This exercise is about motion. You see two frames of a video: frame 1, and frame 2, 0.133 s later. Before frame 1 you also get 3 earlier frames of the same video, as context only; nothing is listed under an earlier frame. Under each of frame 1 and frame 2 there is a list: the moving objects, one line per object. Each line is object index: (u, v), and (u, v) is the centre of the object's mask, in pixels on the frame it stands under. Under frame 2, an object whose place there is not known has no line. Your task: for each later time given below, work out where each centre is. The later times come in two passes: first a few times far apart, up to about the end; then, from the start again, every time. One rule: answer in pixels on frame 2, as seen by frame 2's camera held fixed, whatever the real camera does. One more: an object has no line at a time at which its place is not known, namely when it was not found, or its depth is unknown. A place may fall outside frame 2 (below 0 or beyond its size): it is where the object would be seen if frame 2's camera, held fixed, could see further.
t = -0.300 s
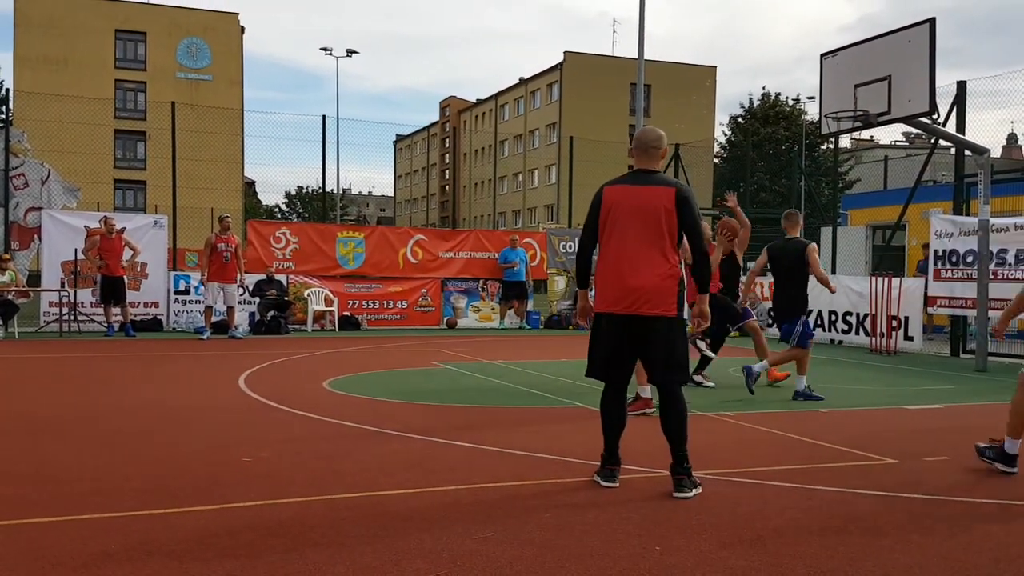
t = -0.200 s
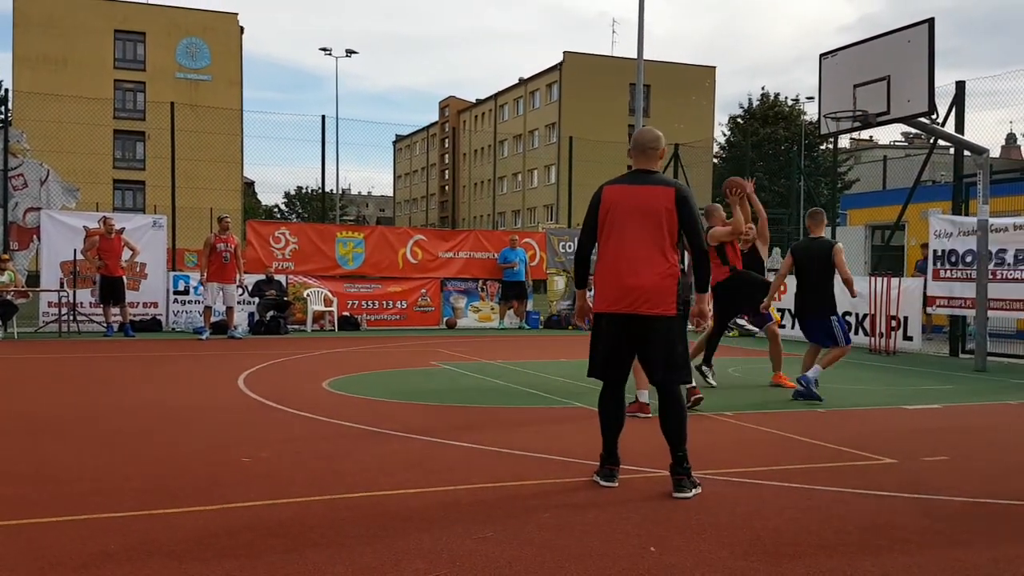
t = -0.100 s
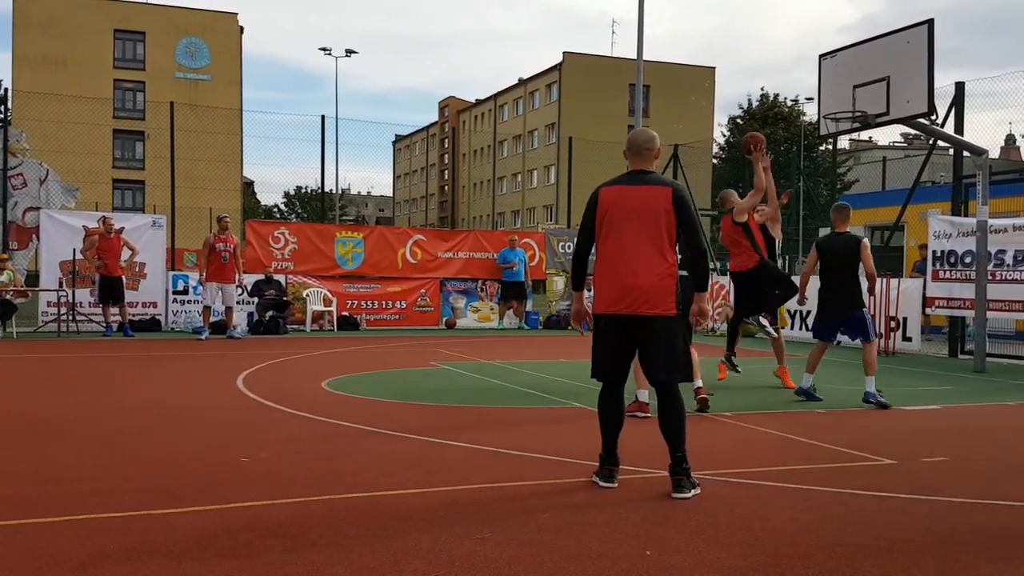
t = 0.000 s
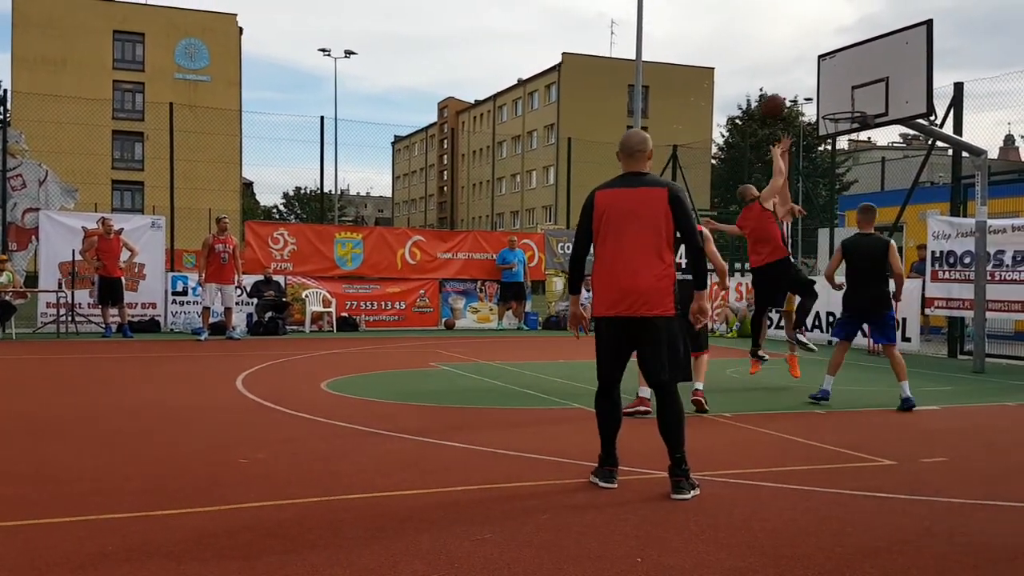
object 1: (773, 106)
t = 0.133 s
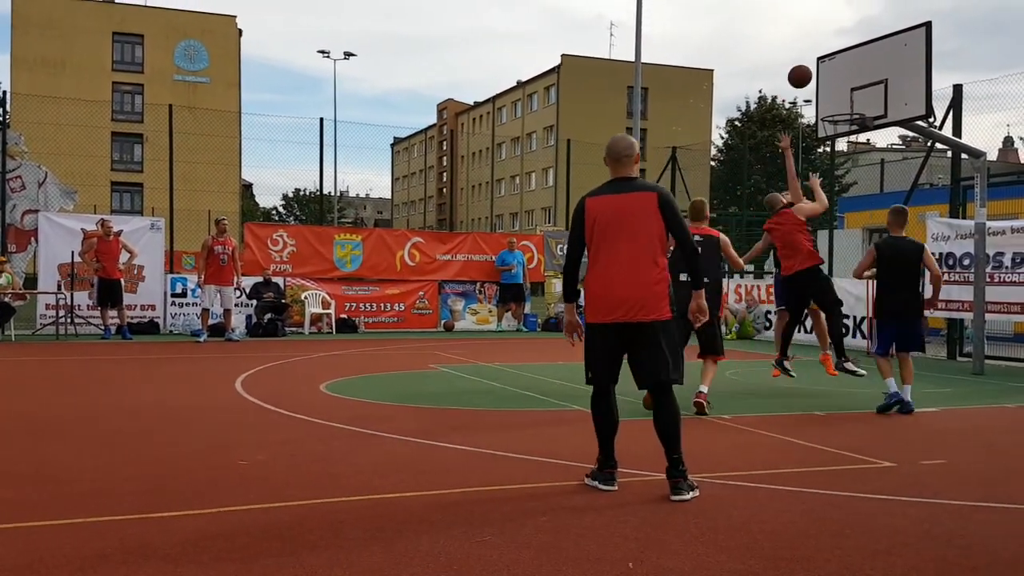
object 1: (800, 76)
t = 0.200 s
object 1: (812, 68)
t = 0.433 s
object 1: (852, 69)
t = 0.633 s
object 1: (845, 100)
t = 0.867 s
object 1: (859, 104)
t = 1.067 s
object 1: (851, 111)
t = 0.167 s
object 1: (806, 71)
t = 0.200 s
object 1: (812, 68)
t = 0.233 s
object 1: (819, 65)
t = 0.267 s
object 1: (825, 63)
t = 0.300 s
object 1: (830, 62)
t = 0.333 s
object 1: (836, 63)
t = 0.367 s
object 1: (842, 64)
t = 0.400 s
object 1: (847, 66)
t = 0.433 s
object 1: (852, 69)
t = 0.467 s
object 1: (858, 73)
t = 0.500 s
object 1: (863, 78)
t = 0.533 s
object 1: (868, 84)
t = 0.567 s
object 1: (861, 89)
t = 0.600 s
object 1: (854, 94)
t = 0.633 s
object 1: (845, 100)
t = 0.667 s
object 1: (837, 107)
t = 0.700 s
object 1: (834, 111)
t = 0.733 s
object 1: (839, 108)
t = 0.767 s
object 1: (844, 105)
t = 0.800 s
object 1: (849, 104)
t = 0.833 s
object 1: (854, 104)
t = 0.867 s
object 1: (859, 104)
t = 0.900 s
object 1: (863, 105)
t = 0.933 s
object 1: (861, 104)
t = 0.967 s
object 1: (859, 104)
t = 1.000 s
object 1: (856, 105)
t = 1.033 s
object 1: (854, 106)
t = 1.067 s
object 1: (851, 111)
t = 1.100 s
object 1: (848, 116)
